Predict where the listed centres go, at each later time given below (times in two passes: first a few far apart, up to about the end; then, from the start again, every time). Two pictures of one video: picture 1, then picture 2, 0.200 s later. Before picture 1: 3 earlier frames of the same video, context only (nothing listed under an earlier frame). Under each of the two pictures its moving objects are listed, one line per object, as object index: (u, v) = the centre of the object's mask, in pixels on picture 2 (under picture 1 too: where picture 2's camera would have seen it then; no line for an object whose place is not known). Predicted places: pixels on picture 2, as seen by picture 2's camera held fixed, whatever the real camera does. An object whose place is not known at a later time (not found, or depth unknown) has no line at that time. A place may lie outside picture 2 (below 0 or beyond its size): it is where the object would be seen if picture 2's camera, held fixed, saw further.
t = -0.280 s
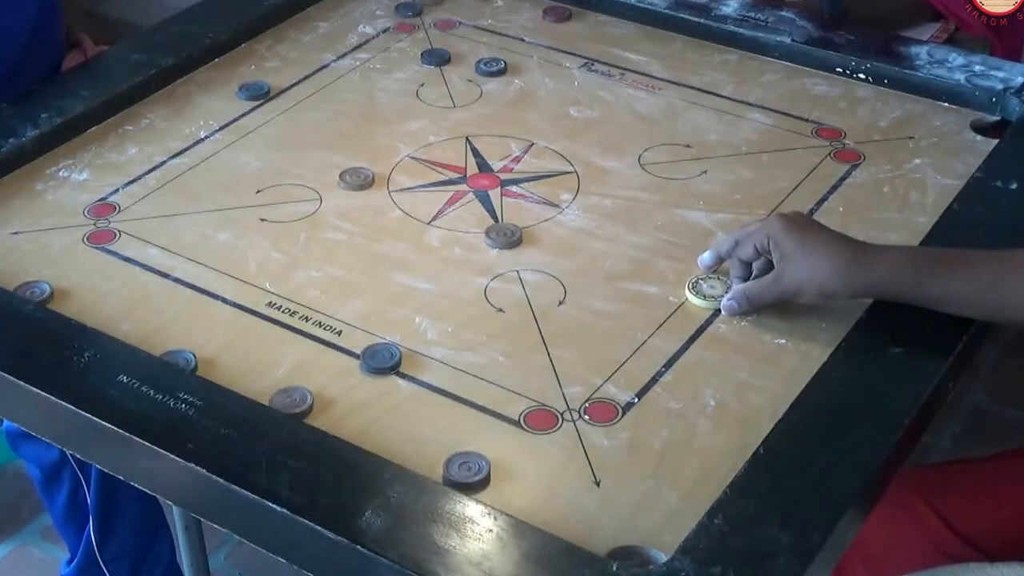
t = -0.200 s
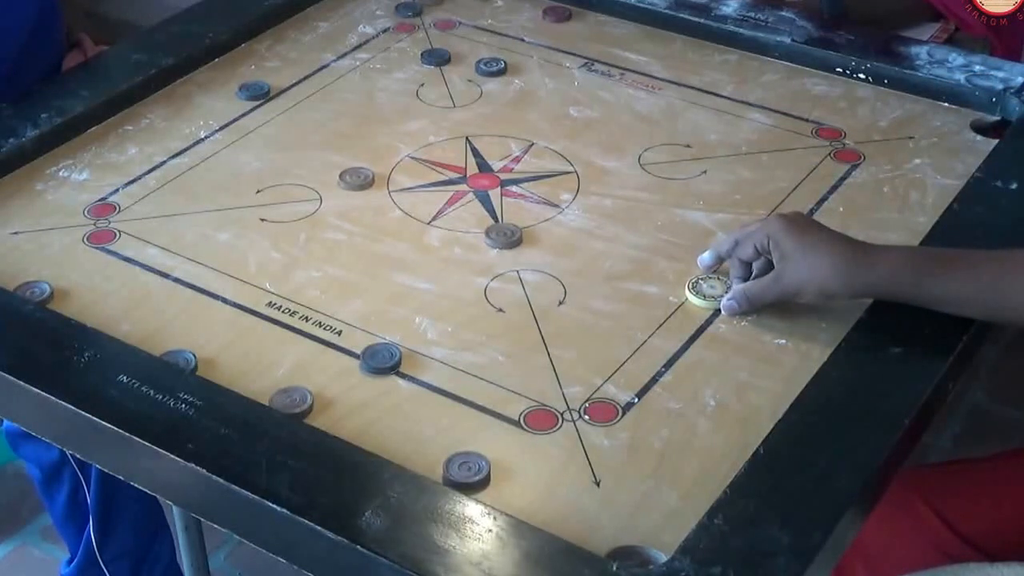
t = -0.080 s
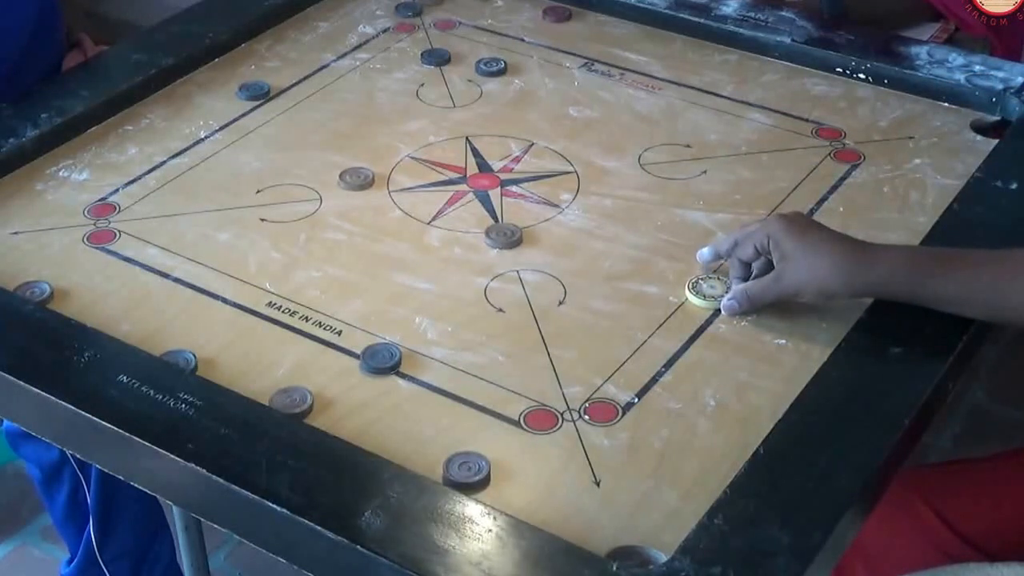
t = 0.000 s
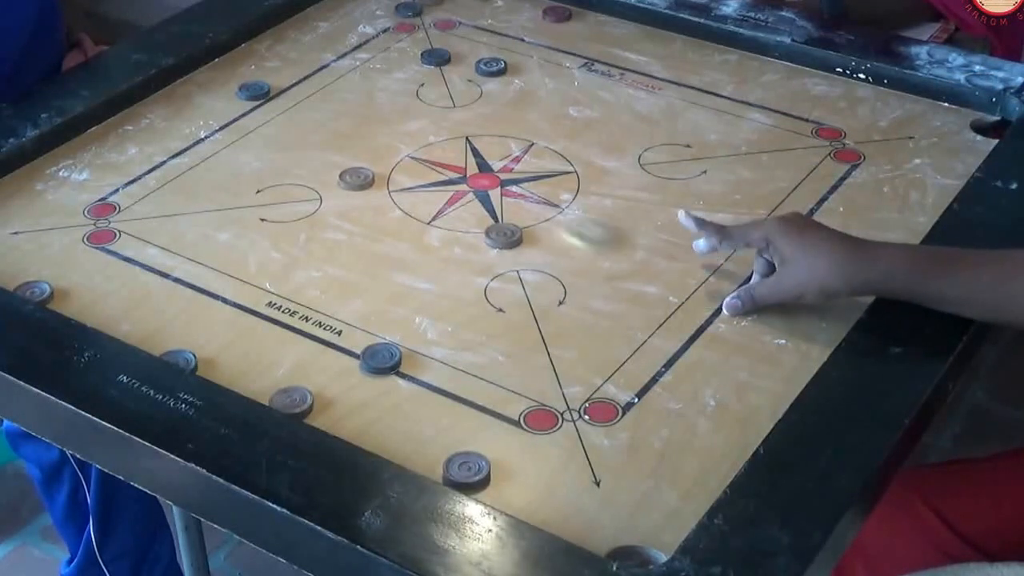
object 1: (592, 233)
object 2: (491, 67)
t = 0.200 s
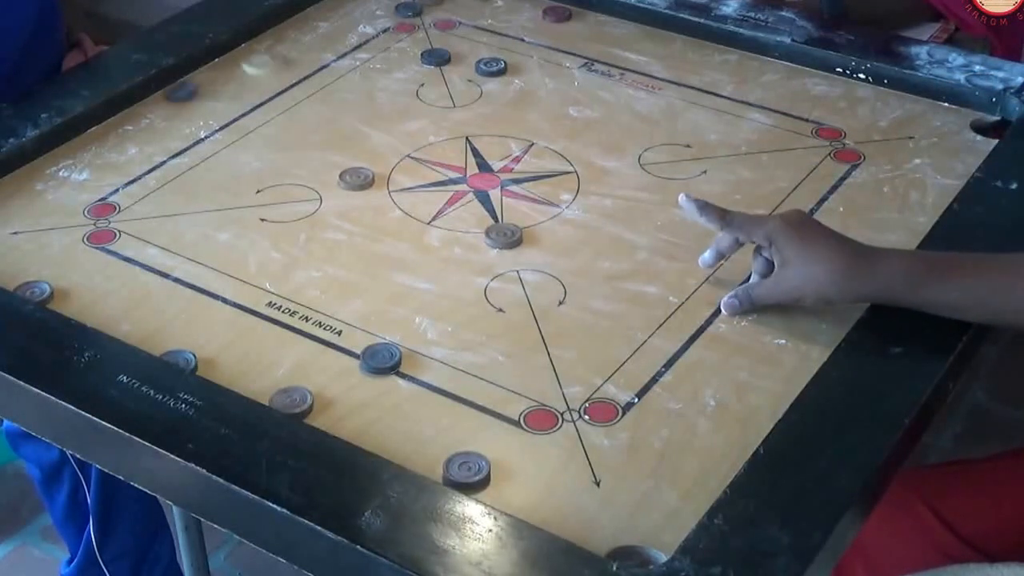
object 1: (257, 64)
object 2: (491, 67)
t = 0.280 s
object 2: (491, 67)
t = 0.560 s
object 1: (509, 95)
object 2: (588, 55)
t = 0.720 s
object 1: (553, 113)
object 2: (656, 48)
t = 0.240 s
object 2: (491, 67)
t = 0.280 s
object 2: (491, 67)
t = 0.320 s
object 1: (375, 62)
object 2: (491, 67)
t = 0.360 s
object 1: (418, 65)
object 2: (491, 67)
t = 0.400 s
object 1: (445, 70)
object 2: (491, 67)
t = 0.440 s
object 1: (466, 76)
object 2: (513, 64)
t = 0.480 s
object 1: (482, 83)
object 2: (541, 61)
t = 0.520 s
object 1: (496, 89)
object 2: (566, 58)
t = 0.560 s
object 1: (509, 95)
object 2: (588, 55)
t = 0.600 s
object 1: (521, 100)
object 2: (608, 54)
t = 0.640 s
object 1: (533, 105)
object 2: (626, 51)
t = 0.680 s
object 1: (544, 109)
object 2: (642, 50)
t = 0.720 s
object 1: (553, 113)
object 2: (656, 48)
